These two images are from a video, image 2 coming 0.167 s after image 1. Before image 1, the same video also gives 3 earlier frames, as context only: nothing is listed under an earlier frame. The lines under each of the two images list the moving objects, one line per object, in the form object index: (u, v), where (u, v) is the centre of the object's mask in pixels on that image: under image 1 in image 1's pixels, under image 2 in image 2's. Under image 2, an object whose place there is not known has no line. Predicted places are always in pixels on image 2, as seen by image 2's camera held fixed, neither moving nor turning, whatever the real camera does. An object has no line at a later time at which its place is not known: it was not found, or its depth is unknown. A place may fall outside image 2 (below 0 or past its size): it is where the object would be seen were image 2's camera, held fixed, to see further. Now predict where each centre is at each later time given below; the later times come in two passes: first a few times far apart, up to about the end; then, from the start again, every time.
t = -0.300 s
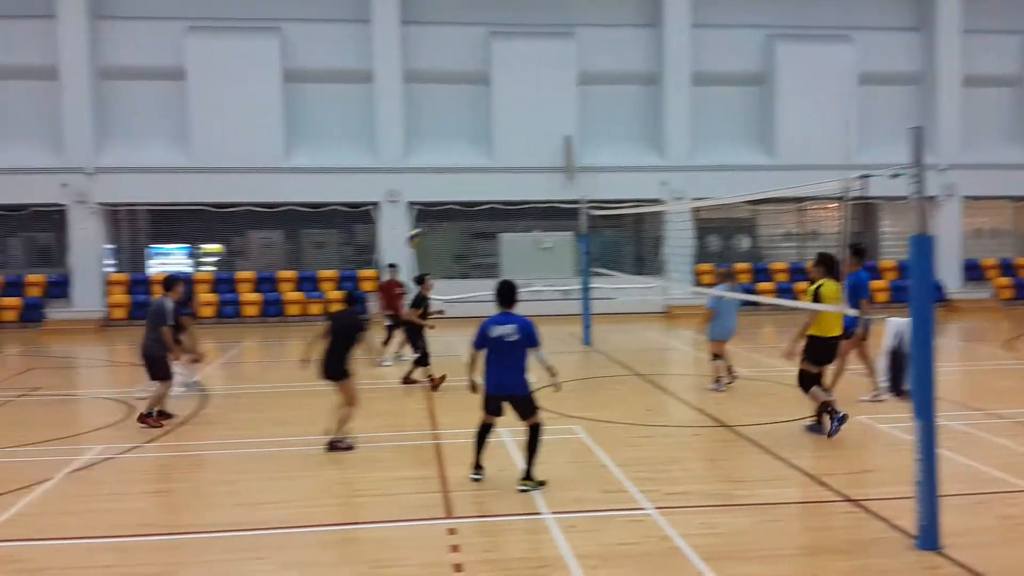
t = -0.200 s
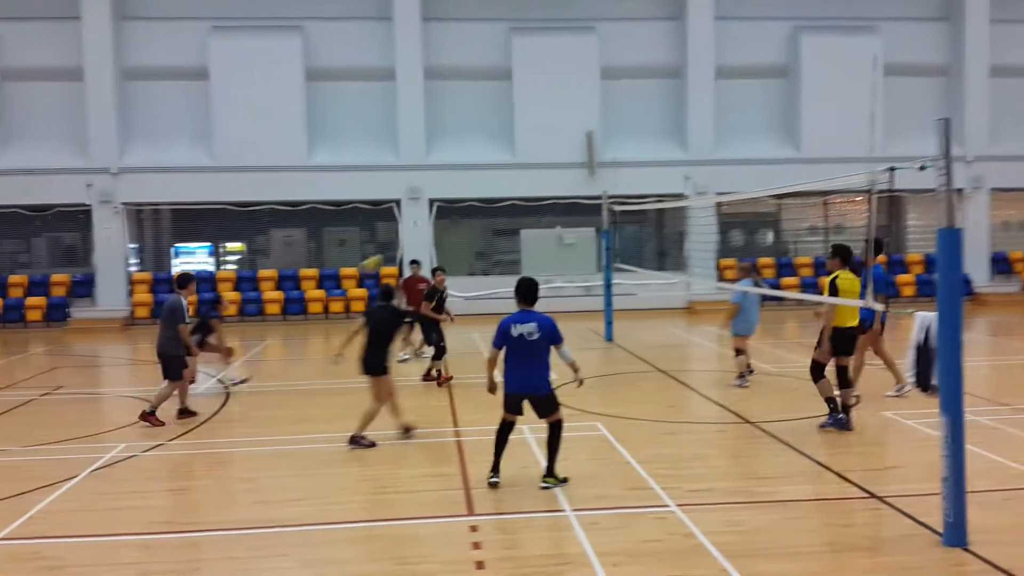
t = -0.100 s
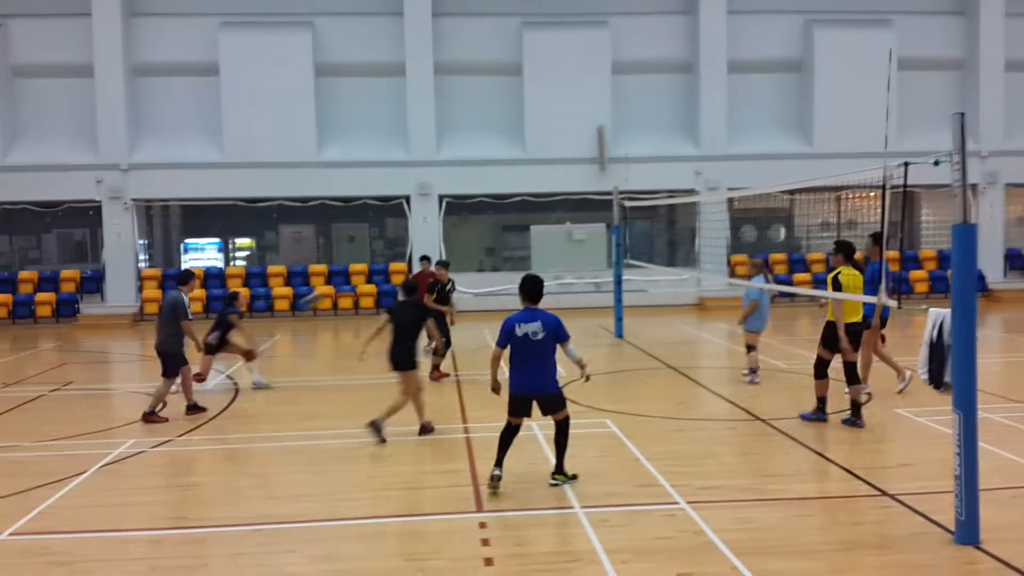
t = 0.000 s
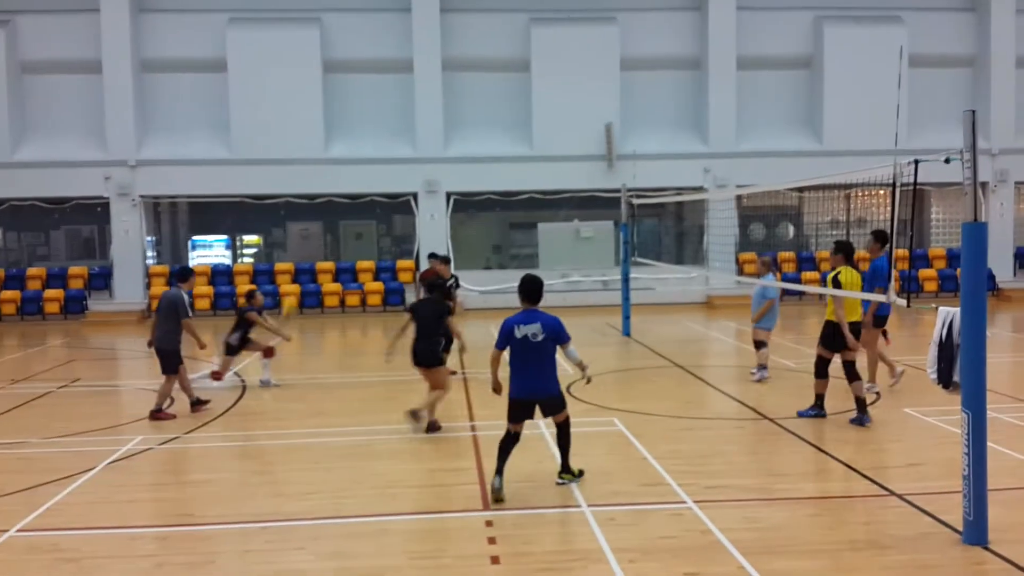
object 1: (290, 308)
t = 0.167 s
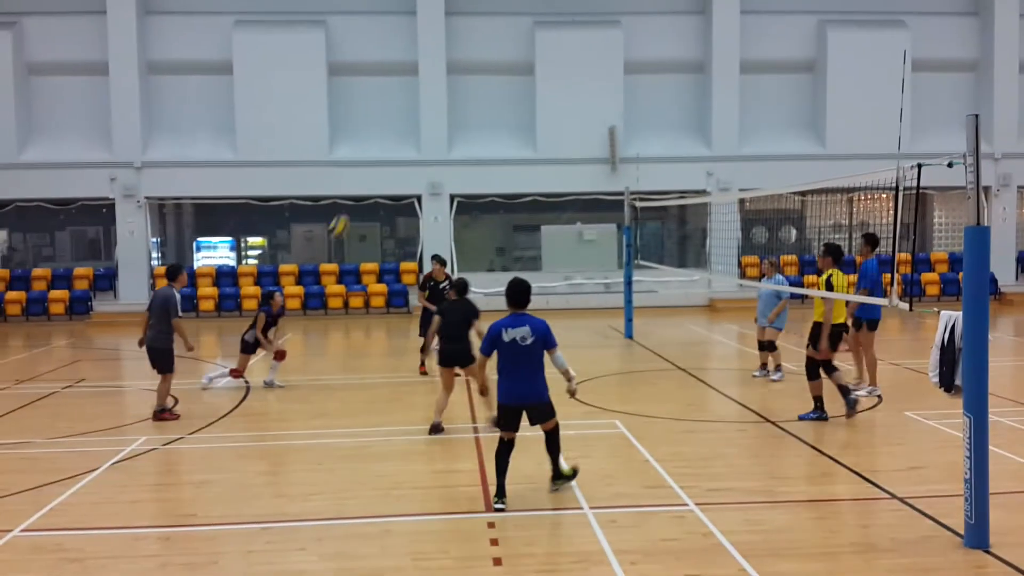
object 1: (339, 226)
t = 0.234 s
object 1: (356, 201)
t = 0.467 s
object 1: (425, 120)
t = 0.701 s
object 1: (499, 78)
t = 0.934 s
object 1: (580, 83)
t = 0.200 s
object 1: (349, 211)
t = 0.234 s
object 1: (356, 201)
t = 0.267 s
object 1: (367, 185)
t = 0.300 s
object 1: (376, 172)
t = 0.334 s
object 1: (385, 161)
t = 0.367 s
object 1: (395, 149)
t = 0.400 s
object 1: (406, 138)
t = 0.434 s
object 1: (415, 129)
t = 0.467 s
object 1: (425, 120)
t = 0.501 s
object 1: (435, 112)
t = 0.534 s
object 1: (445, 104)
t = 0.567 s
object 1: (455, 98)
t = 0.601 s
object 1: (466, 91)
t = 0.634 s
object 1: (478, 86)
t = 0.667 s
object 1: (488, 82)
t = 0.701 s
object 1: (499, 78)
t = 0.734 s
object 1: (509, 76)
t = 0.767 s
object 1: (522, 75)
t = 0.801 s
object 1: (532, 75)
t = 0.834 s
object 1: (544, 75)
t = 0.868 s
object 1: (554, 77)
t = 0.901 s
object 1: (566, 79)
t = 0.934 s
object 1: (580, 83)
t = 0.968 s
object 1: (592, 87)
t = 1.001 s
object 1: (604, 94)
